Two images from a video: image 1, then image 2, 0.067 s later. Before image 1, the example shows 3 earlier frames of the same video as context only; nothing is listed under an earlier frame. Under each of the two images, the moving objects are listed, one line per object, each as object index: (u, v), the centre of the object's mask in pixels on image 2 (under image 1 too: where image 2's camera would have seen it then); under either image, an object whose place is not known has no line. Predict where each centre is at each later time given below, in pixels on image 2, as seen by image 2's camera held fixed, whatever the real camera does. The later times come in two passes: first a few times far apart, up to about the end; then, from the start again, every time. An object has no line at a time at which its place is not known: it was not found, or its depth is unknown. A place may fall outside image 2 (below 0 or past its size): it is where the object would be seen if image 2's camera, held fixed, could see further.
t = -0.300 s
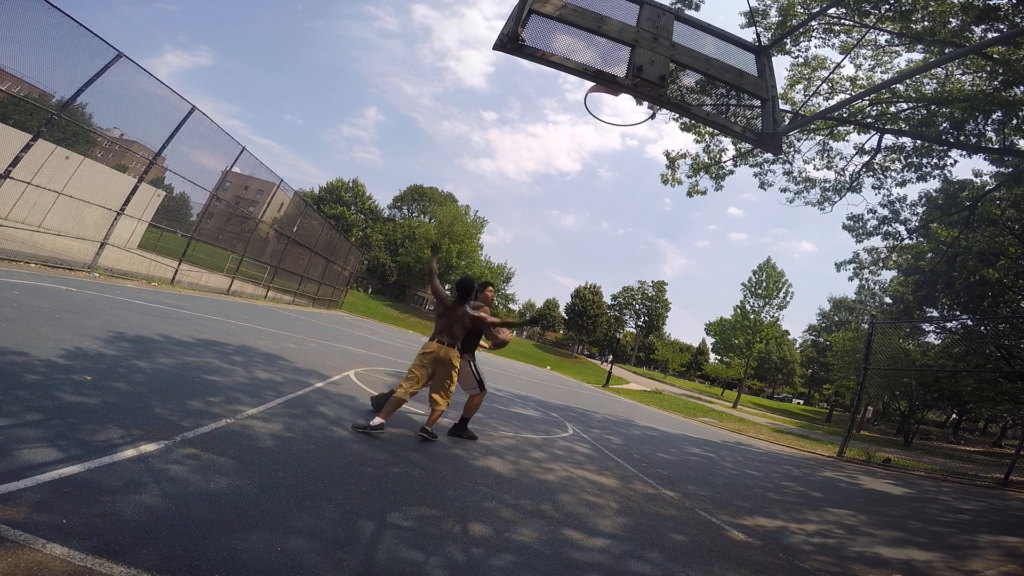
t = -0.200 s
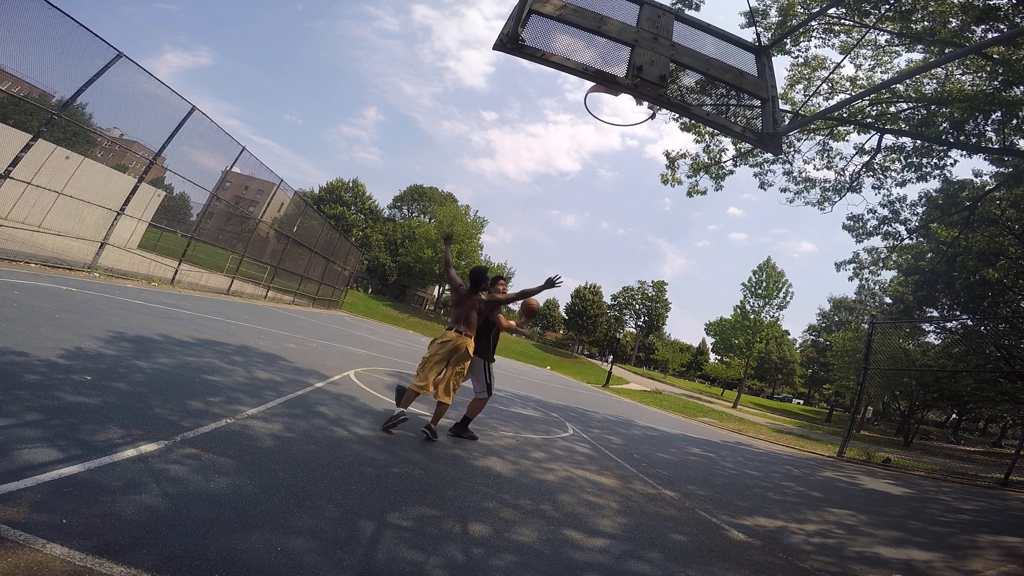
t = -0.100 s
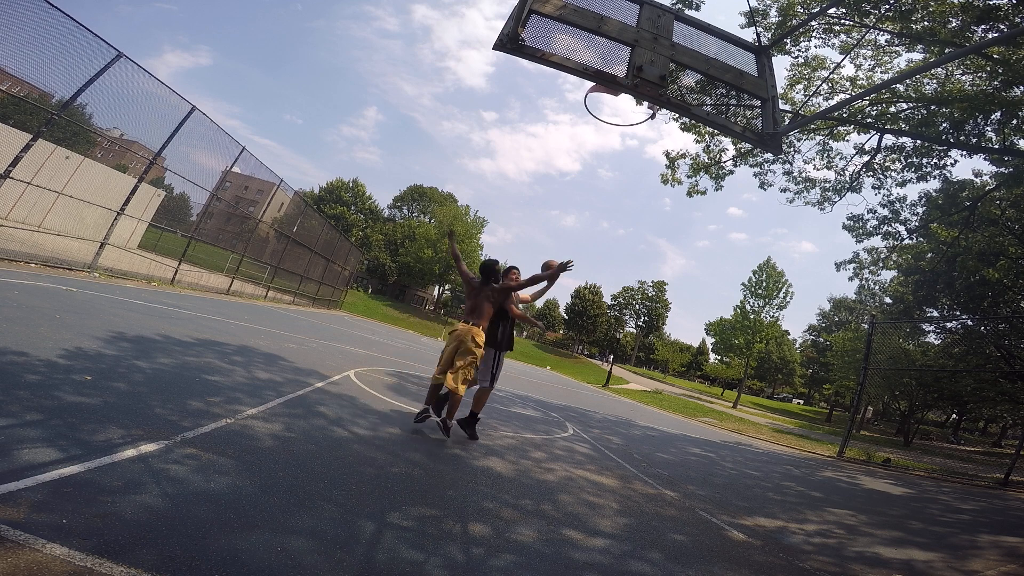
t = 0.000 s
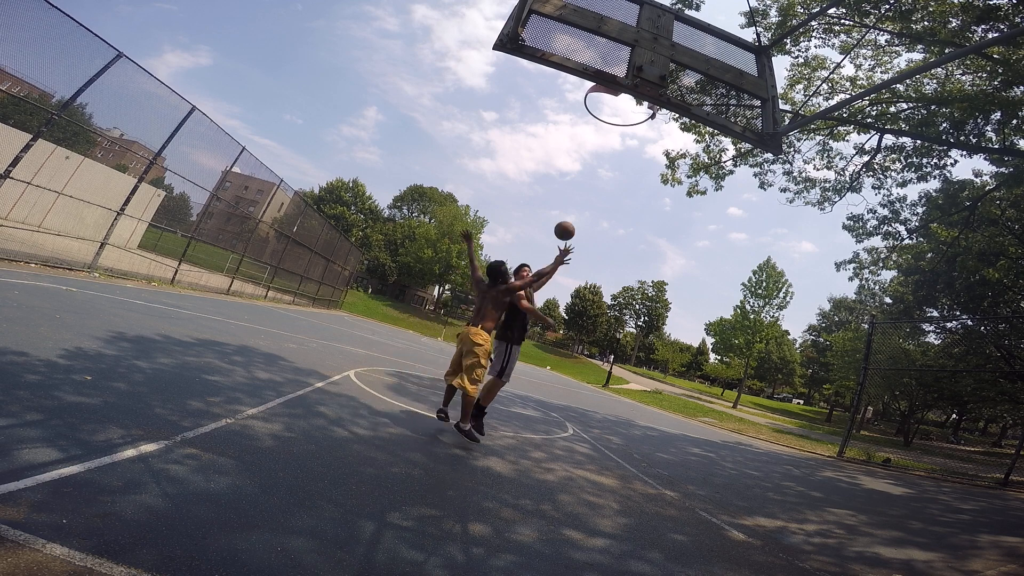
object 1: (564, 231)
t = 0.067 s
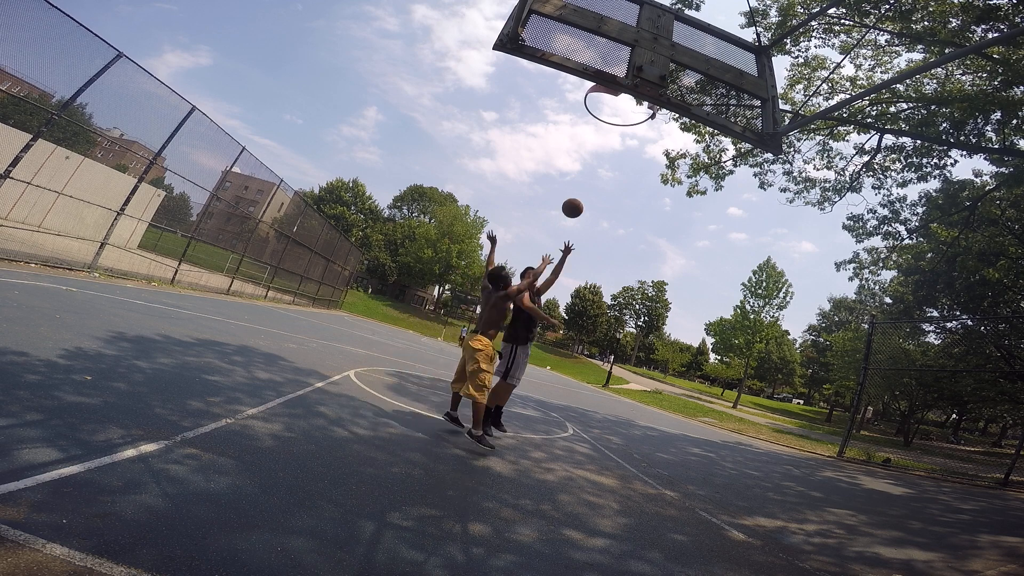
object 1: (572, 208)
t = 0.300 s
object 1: (595, 150)
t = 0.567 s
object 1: (614, 123)
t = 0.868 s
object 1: (623, 155)
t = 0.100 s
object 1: (576, 198)
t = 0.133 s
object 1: (580, 188)
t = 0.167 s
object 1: (583, 179)
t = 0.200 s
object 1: (586, 171)
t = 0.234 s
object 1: (589, 164)
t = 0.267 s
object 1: (592, 157)
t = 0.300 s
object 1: (595, 150)
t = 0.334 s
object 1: (598, 144)
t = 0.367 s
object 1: (600, 139)
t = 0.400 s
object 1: (603, 135)
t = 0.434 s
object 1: (605, 131)
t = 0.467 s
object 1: (607, 128)
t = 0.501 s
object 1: (610, 125)
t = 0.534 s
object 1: (612, 124)
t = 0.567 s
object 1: (614, 123)
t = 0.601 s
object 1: (615, 122)
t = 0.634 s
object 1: (617, 123)
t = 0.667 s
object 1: (619, 125)
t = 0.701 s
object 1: (620, 129)
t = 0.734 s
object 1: (622, 133)
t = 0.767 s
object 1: (622, 137)
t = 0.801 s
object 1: (622, 142)
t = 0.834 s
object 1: (623, 148)
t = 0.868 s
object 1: (623, 155)
